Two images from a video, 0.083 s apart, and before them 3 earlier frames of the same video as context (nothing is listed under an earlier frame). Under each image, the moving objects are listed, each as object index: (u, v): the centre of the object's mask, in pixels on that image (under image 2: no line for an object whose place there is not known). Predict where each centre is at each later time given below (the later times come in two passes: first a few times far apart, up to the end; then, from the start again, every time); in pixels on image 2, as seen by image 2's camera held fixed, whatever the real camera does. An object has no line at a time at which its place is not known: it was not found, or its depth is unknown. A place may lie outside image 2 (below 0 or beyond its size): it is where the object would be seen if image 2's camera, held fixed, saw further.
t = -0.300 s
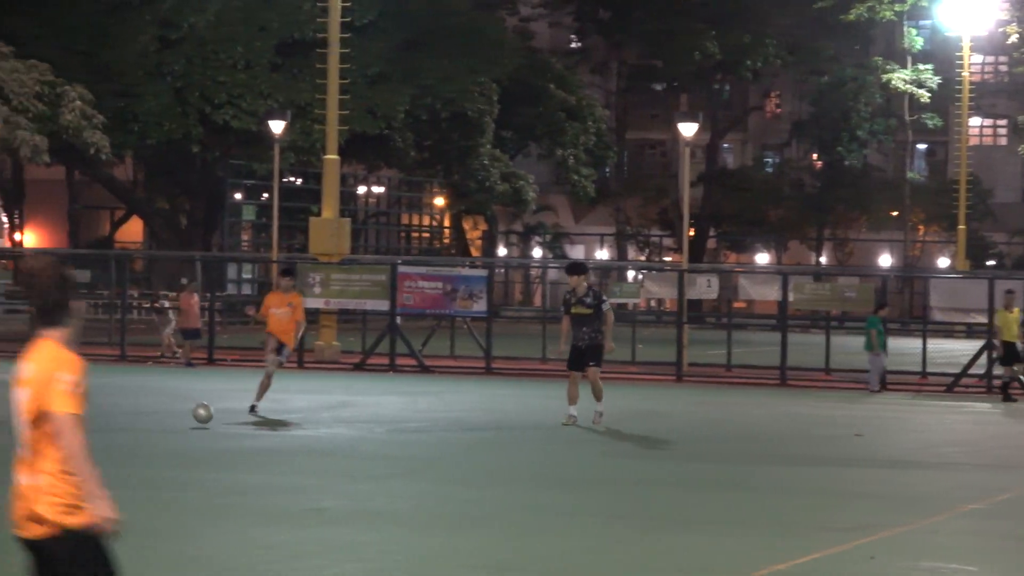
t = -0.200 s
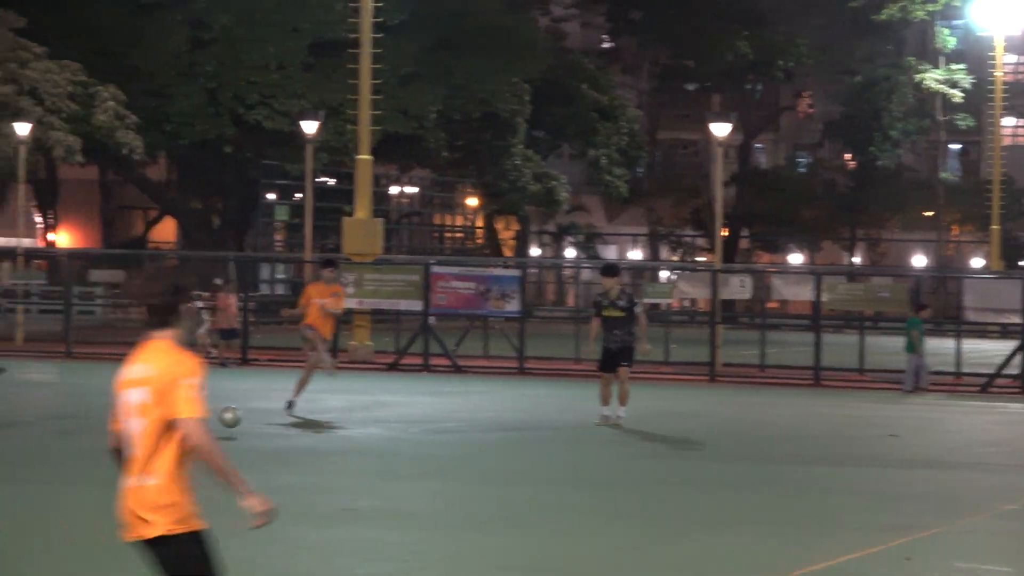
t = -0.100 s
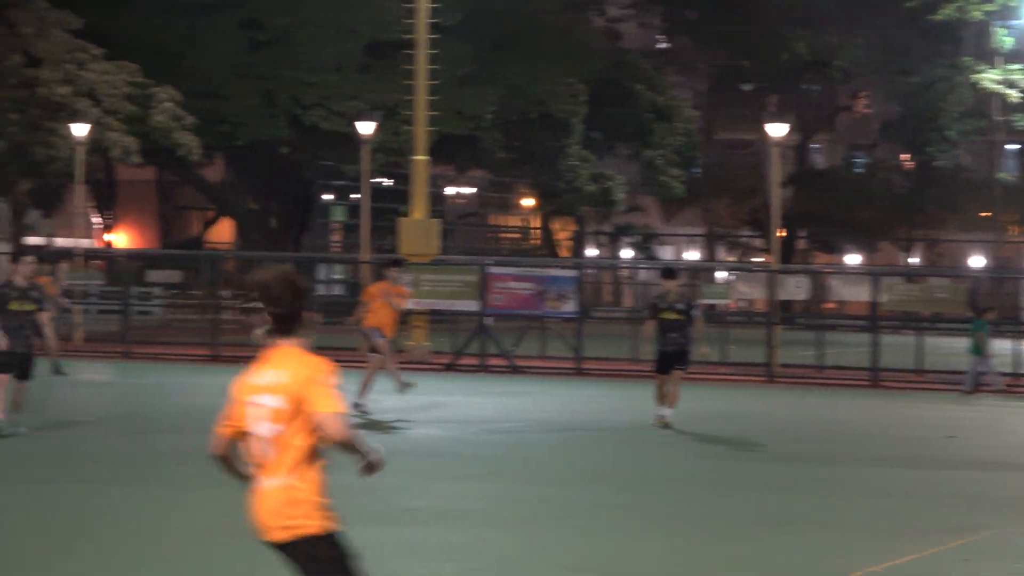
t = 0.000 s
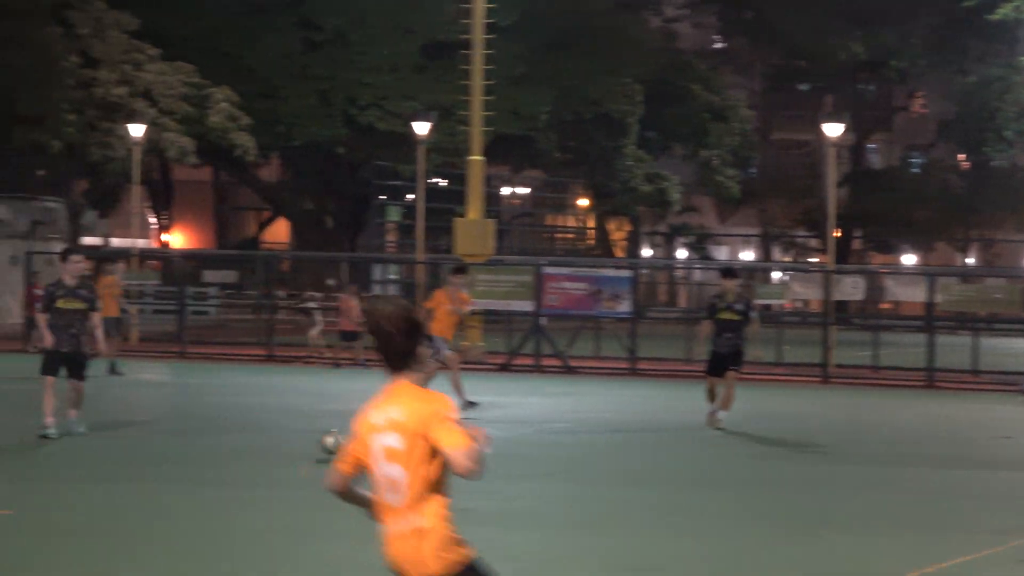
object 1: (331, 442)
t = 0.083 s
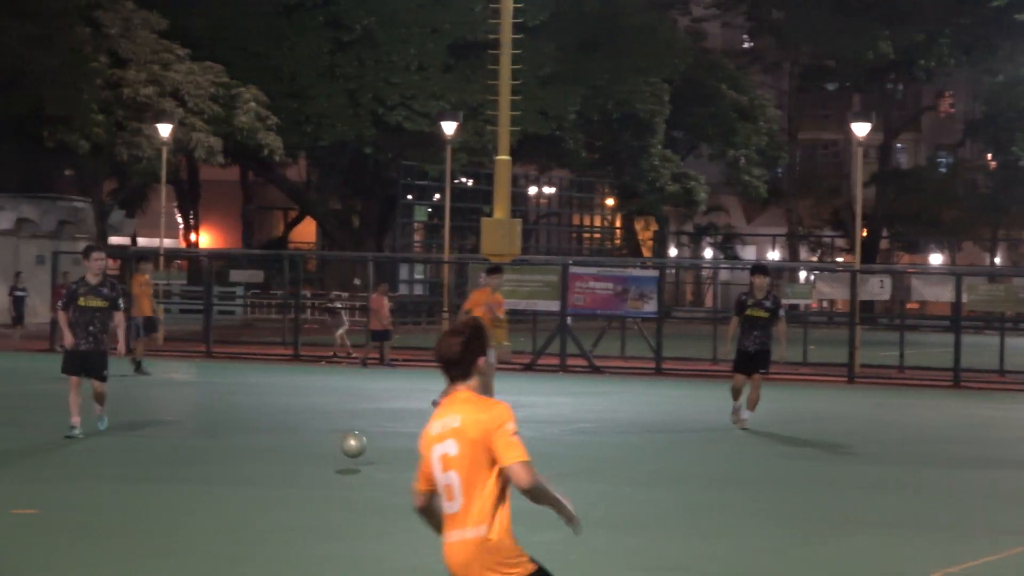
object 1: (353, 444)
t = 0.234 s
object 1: (344, 463)
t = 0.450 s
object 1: (332, 496)
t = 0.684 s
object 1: (313, 531)
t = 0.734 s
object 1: (308, 542)
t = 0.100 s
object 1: (350, 447)
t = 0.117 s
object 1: (350, 449)
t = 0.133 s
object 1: (348, 453)
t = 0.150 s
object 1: (348, 456)
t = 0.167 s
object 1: (347, 459)
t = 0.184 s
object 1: (346, 464)
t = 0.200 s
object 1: (345, 464)
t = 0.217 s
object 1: (344, 463)
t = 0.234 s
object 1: (344, 463)
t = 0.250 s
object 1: (343, 463)
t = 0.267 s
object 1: (342, 463)
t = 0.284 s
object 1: (341, 464)
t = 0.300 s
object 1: (340, 465)
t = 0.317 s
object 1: (340, 467)
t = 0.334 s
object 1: (339, 470)
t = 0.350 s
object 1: (338, 473)
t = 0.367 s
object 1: (339, 476)
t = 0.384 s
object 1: (338, 481)
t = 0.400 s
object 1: (337, 486)
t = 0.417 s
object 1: (334, 490)
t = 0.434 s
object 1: (333, 495)
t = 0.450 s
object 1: (332, 496)
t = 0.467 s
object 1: (331, 497)
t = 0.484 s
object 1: (330, 498)
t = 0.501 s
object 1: (329, 498)
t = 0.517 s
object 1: (327, 499)
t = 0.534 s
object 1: (326, 504)
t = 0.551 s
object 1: (325, 507)
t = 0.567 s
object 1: (323, 508)
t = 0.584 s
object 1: (321, 513)
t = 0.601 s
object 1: (320, 521)
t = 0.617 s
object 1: (319, 524)
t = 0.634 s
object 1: (317, 522)
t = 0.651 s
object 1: (316, 525)
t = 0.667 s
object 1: (314, 529)
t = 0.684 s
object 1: (313, 531)
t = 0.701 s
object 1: (311, 532)
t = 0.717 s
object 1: (309, 537)
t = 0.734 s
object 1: (308, 542)
